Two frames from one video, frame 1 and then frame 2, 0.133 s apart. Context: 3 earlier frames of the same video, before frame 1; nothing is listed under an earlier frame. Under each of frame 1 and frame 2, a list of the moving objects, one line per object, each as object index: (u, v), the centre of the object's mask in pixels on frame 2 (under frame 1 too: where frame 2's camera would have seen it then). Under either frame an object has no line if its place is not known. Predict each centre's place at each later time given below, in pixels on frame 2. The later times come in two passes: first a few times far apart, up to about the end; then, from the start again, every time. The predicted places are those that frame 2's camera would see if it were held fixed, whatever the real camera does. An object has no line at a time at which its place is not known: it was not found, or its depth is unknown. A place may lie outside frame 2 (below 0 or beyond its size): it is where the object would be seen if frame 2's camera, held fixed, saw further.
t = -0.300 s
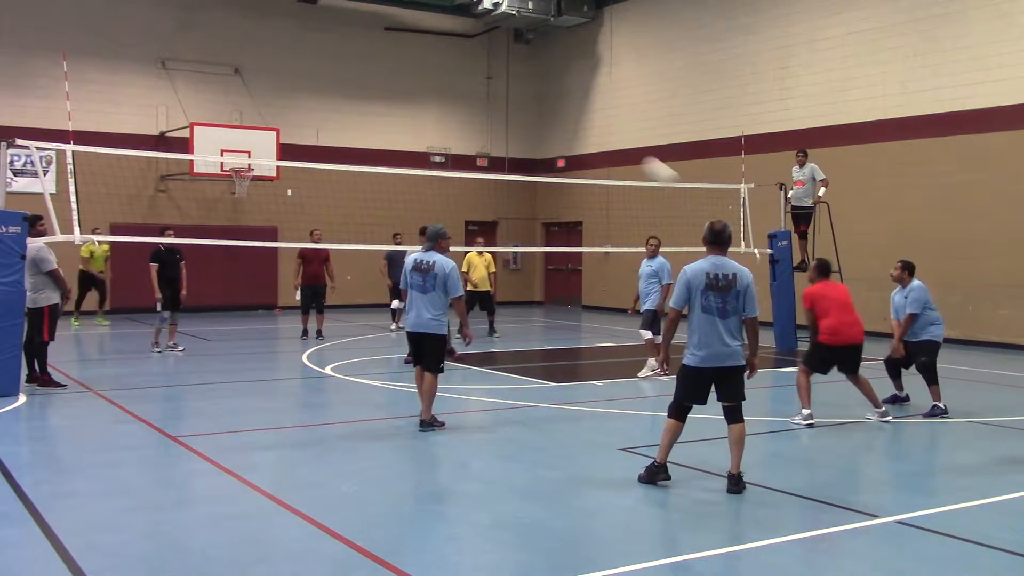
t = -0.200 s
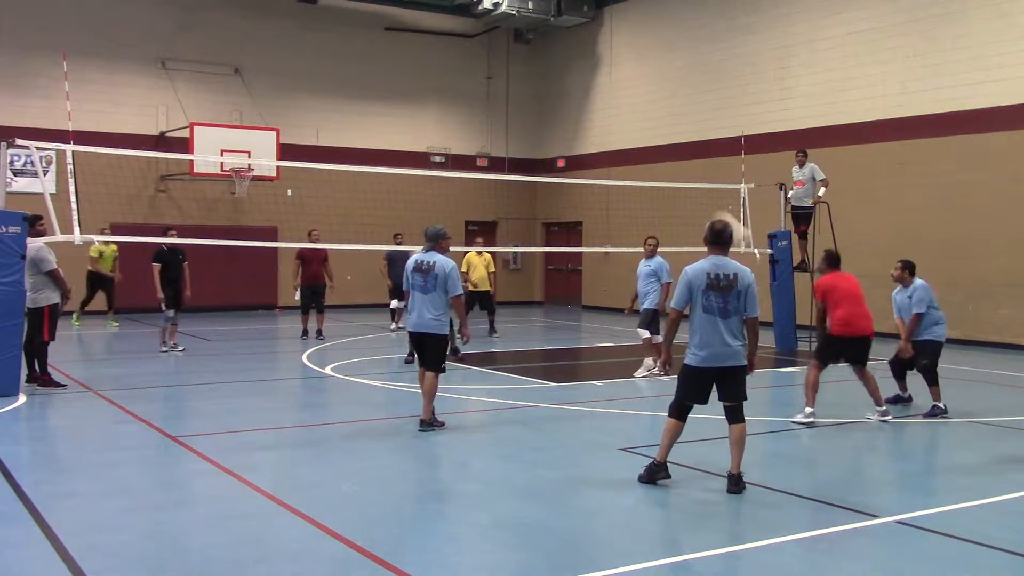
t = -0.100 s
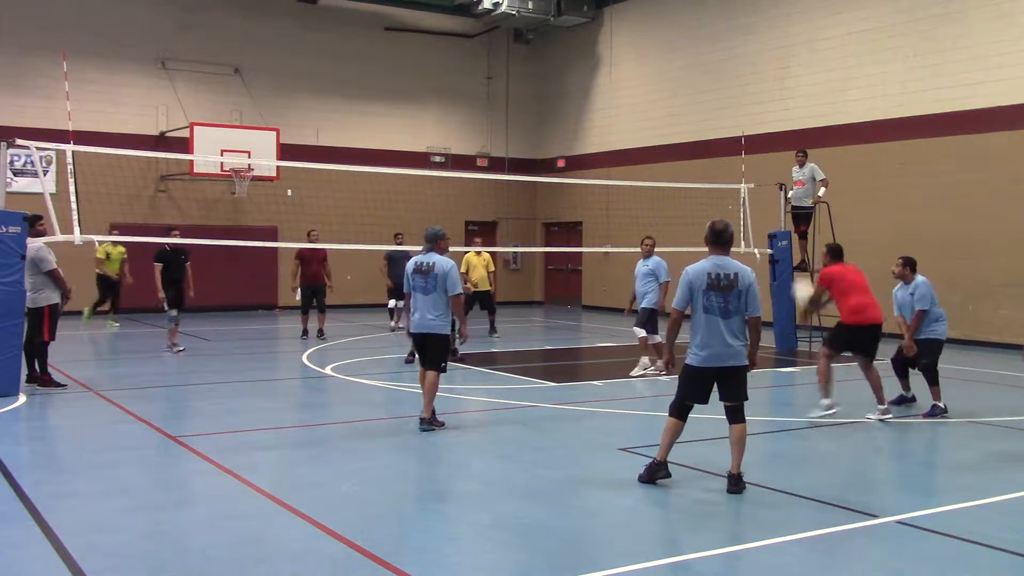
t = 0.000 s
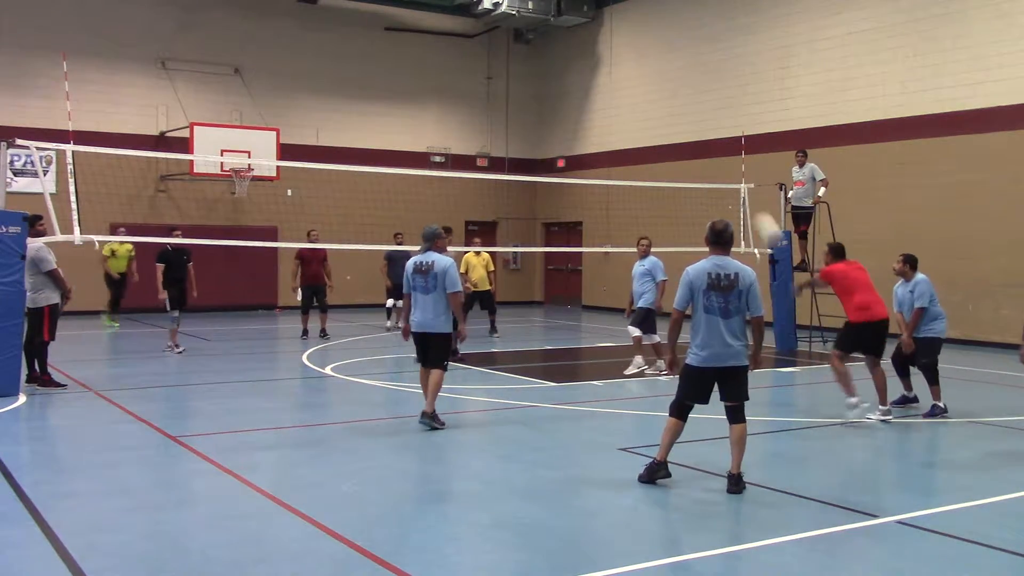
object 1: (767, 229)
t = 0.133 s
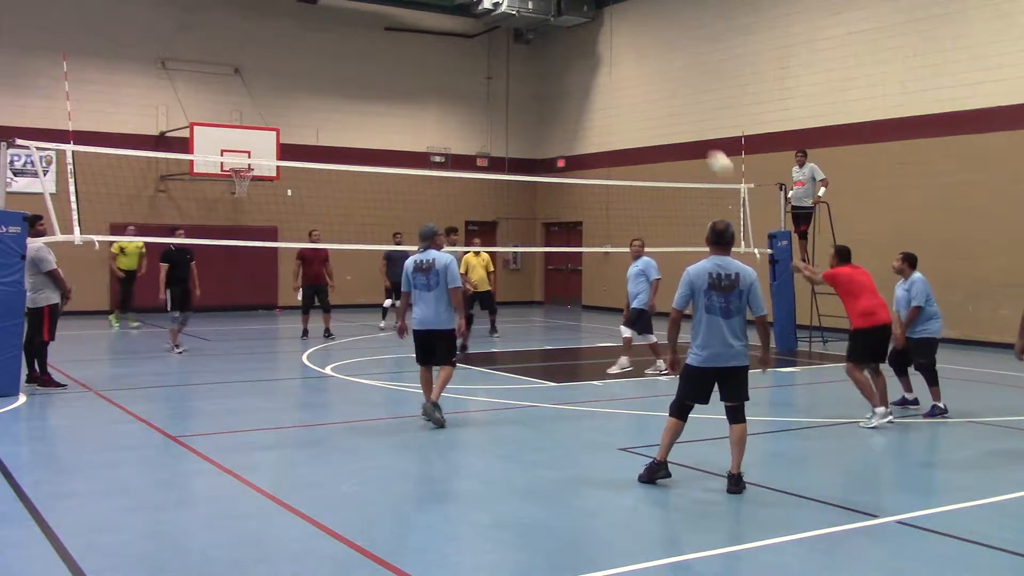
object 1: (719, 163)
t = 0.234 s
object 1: (688, 130)
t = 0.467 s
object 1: (624, 96)
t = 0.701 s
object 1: (574, 109)
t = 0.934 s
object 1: (533, 159)
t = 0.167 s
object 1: (708, 151)
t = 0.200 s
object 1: (699, 142)
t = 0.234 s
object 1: (688, 130)
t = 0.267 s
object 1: (678, 121)
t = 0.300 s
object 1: (669, 114)
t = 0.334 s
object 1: (659, 108)
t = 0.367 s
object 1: (650, 104)
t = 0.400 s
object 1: (641, 100)
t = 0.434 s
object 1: (632, 98)
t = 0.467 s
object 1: (624, 96)
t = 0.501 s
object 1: (617, 95)
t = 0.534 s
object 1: (609, 95)
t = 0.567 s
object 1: (602, 97)
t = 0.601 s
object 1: (594, 99)
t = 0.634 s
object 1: (587, 102)
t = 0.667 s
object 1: (581, 105)
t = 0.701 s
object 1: (574, 109)
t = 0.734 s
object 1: (567, 114)
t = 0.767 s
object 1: (561, 121)
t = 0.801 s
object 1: (555, 127)
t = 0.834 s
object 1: (549, 134)
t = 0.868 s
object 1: (544, 142)
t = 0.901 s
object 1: (538, 150)
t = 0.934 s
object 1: (533, 159)
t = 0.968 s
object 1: (528, 168)
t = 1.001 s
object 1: (523, 178)
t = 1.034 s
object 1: (518, 189)
